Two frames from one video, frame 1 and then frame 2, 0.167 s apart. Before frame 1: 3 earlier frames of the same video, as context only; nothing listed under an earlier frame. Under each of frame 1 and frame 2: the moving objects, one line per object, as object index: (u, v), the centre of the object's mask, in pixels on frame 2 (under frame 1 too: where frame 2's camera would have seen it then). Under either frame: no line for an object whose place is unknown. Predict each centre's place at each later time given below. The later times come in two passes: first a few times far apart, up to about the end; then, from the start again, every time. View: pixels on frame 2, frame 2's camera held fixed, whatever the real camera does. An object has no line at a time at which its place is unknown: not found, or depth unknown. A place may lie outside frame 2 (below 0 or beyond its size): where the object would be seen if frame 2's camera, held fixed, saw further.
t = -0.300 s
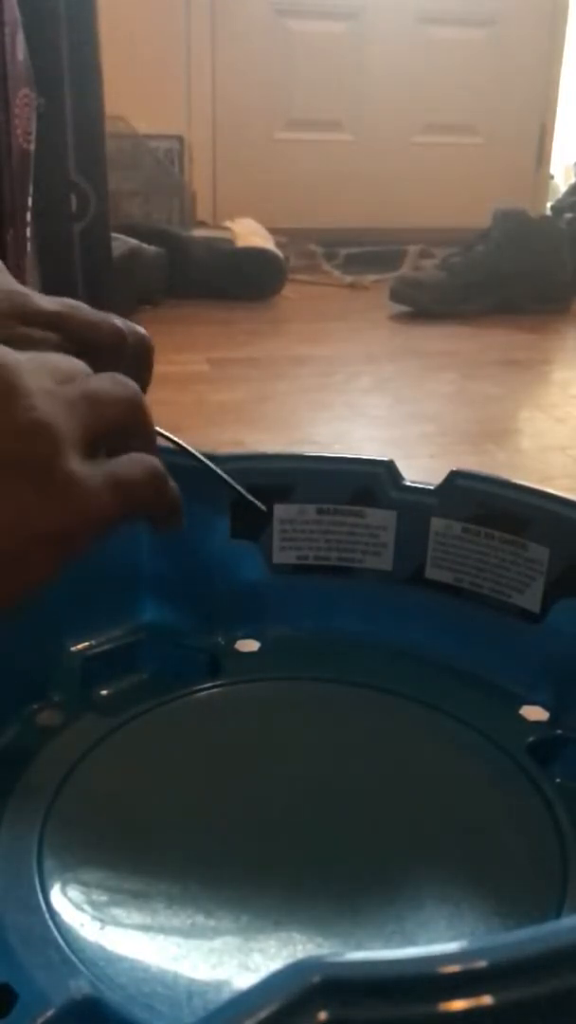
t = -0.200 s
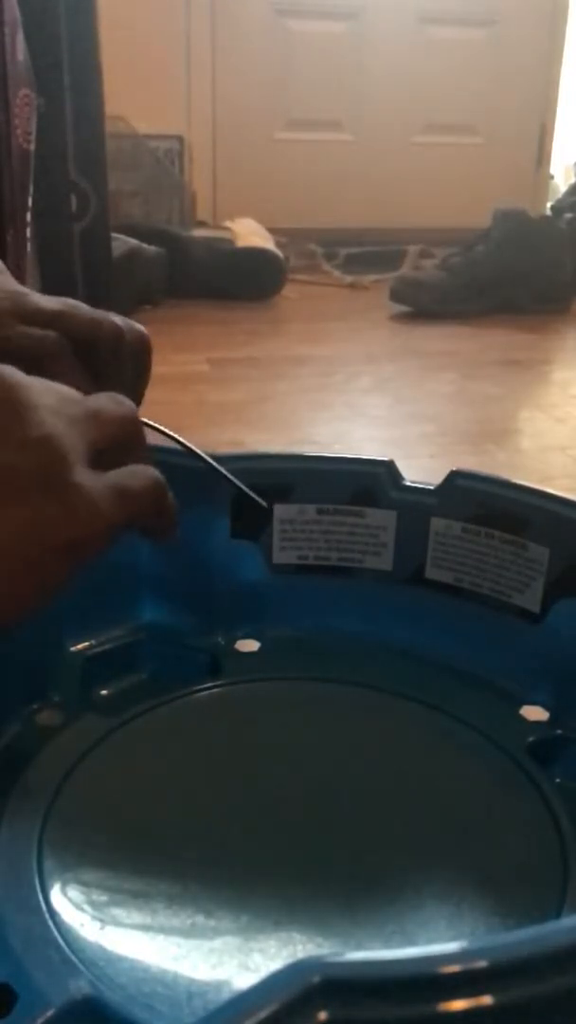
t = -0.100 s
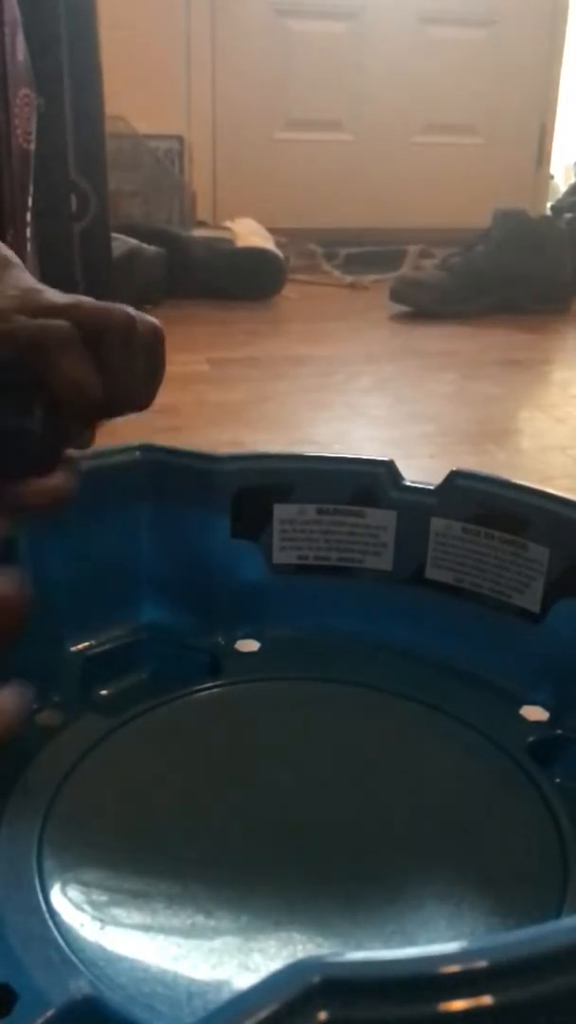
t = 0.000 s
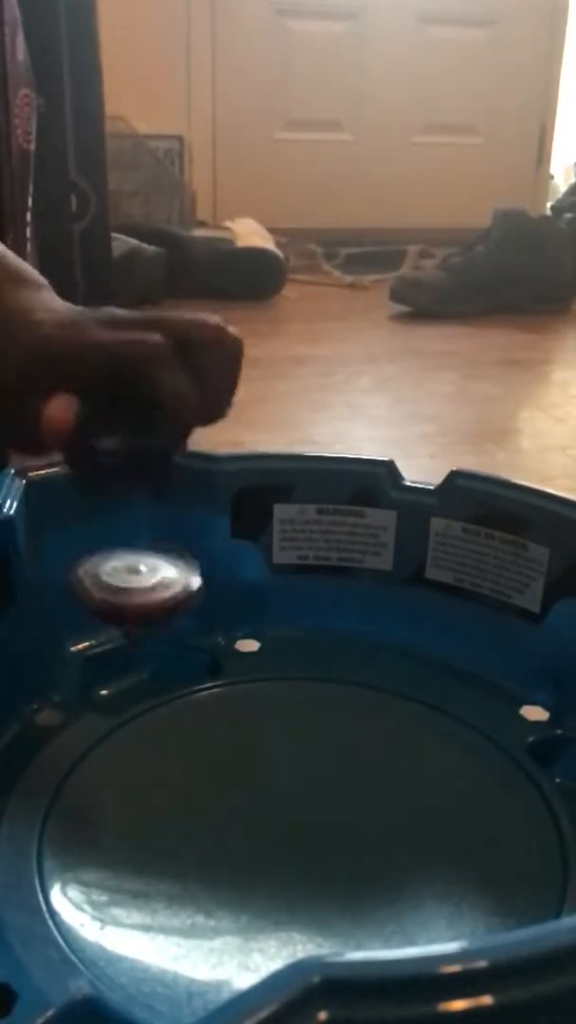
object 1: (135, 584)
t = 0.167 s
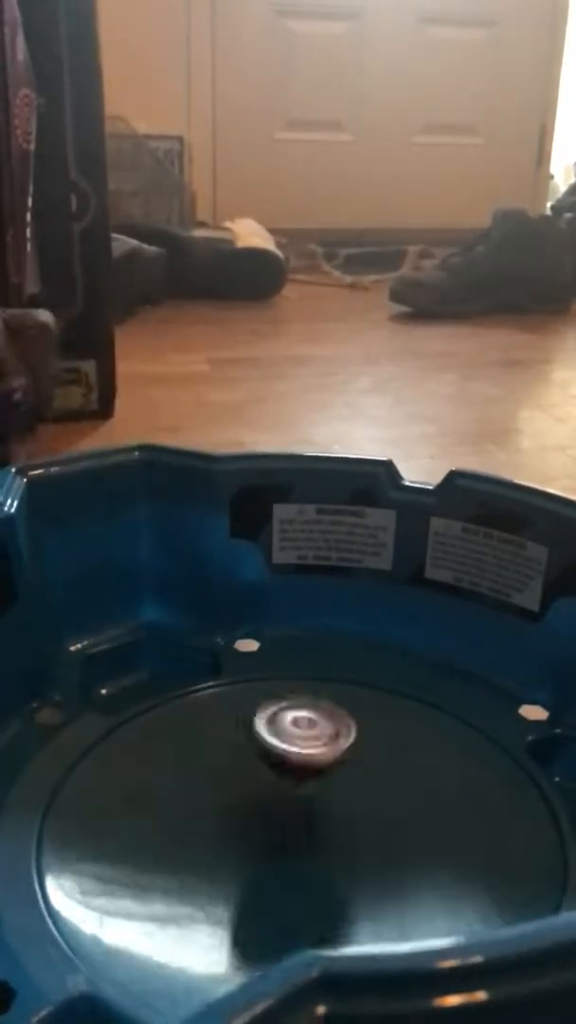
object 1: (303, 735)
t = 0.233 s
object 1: (352, 757)
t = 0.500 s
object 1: (323, 685)
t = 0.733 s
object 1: (158, 699)
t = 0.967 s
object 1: (190, 842)
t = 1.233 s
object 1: (456, 802)
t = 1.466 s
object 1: (390, 669)
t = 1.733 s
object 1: (181, 731)
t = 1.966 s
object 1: (285, 905)
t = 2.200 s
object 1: (527, 847)
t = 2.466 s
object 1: (408, 700)
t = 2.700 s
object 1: (213, 747)
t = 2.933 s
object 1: (182, 910)
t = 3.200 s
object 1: (463, 911)
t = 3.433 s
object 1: (445, 777)
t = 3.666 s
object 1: (250, 726)
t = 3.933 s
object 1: (93, 808)
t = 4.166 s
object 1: (171, 905)
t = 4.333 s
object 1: (298, 905)
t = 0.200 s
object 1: (331, 747)
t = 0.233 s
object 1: (352, 757)
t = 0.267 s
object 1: (368, 747)
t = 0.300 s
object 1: (379, 741)
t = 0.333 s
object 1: (384, 736)
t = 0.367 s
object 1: (382, 726)
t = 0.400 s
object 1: (375, 716)
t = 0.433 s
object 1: (361, 704)
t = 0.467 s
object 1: (344, 694)
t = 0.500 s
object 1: (323, 685)
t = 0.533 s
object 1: (299, 675)
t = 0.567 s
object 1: (276, 671)
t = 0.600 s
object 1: (248, 669)
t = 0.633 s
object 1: (224, 671)
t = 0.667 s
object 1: (201, 677)
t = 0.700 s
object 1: (178, 687)
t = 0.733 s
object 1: (158, 699)
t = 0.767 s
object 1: (144, 715)
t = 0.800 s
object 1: (134, 736)
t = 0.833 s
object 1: (129, 756)
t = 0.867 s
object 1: (134, 778)
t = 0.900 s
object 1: (145, 800)
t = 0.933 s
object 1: (164, 821)
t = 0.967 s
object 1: (190, 842)
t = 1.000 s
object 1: (223, 858)
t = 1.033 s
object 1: (263, 869)
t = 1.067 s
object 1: (303, 872)
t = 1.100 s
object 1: (343, 869)
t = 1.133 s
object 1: (380, 859)
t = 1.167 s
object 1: (411, 843)
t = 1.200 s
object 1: (438, 822)
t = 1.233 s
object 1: (456, 802)
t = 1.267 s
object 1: (465, 779)
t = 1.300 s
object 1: (467, 756)
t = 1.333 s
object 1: (462, 734)
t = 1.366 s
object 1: (452, 714)
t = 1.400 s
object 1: (438, 696)
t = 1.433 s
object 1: (417, 681)
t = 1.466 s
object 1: (390, 669)
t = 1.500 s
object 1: (360, 663)
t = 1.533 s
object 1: (329, 657)
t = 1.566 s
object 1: (295, 660)
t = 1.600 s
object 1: (264, 665)
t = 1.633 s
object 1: (237, 676)
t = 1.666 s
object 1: (216, 690)
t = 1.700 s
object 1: (197, 709)
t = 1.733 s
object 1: (181, 731)
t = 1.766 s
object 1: (172, 758)
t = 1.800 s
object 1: (170, 783)
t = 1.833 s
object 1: (176, 811)
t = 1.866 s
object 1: (189, 839)
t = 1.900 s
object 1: (213, 866)
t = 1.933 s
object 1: (246, 887)
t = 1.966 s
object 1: (285, 905)
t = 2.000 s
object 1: (328, 911)
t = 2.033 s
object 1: (372, 910)
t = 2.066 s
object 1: (415, 906)
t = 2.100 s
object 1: (455, 898)
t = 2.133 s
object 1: (490, 886)
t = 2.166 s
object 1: (516, 868)
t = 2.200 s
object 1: (527, 847)
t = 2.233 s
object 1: (533, 816)
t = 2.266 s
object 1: (532, 789)
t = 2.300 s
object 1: (526, 765)
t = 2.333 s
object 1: (512, 745)
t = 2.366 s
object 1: (488, 728)
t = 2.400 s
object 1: (463, 714)
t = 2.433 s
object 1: (436, 706)
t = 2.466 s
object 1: (408, 700)
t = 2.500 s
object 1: (380, 698)
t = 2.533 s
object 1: (351, 697)
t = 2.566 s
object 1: (323, 701)
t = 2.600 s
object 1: (292, 707)
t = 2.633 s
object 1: (264, 718)
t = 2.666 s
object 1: (237, 732)
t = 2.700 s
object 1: (213, 747)
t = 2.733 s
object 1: (191, 766)
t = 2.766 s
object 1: (174, 785)
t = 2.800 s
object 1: (160, 809)
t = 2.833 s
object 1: (155, 836)
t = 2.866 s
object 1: (157, 861)
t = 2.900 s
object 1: (164, 888)
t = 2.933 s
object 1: (182, 910)
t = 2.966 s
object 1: (207, 931)
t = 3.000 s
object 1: (236, 949)
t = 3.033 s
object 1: (267, 949)
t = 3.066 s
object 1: (303, 947)
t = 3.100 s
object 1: (348, 936)
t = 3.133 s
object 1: (393, 932)
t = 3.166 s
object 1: (430, 920)
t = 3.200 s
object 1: (463, 911)
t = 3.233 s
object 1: (483, 896)
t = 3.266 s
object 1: (499, 879)
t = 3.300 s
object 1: (499, 855)
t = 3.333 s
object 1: (493, 832)
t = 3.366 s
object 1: (481, 812)
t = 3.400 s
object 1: (464, 794)
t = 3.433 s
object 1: (445, 777)
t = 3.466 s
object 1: (420, 762)
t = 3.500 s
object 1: (394, 750)
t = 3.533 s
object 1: (367, 739)
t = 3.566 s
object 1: (338, 733)
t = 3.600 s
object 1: (309, 727)
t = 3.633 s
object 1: (280, 724)
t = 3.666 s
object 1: (250, 726)
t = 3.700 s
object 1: (222, 729)
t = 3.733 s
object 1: (196, 732)
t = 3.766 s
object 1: (171, 740)
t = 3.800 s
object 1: (148, 752)
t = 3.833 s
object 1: (129, 762)
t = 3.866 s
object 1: (111, 777)
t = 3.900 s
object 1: (99, 790)
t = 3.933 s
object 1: (93, 808)
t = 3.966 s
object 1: (88, 824)
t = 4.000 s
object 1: (90, 840)
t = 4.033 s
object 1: (98, 855)
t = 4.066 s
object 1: (109, 870)
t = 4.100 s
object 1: (126, 882)
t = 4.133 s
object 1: (147, 895)
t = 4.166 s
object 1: (171, 905)
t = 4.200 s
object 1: (195, 910)
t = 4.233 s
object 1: (222, 914)
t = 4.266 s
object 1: (248, 914)
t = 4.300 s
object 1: (274, 911)
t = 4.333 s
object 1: (298, 905)
